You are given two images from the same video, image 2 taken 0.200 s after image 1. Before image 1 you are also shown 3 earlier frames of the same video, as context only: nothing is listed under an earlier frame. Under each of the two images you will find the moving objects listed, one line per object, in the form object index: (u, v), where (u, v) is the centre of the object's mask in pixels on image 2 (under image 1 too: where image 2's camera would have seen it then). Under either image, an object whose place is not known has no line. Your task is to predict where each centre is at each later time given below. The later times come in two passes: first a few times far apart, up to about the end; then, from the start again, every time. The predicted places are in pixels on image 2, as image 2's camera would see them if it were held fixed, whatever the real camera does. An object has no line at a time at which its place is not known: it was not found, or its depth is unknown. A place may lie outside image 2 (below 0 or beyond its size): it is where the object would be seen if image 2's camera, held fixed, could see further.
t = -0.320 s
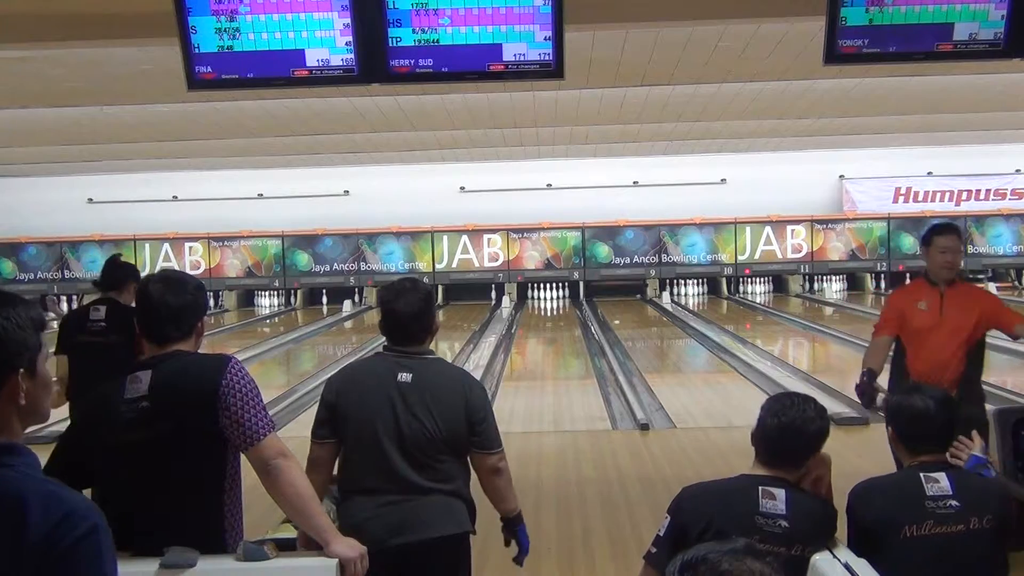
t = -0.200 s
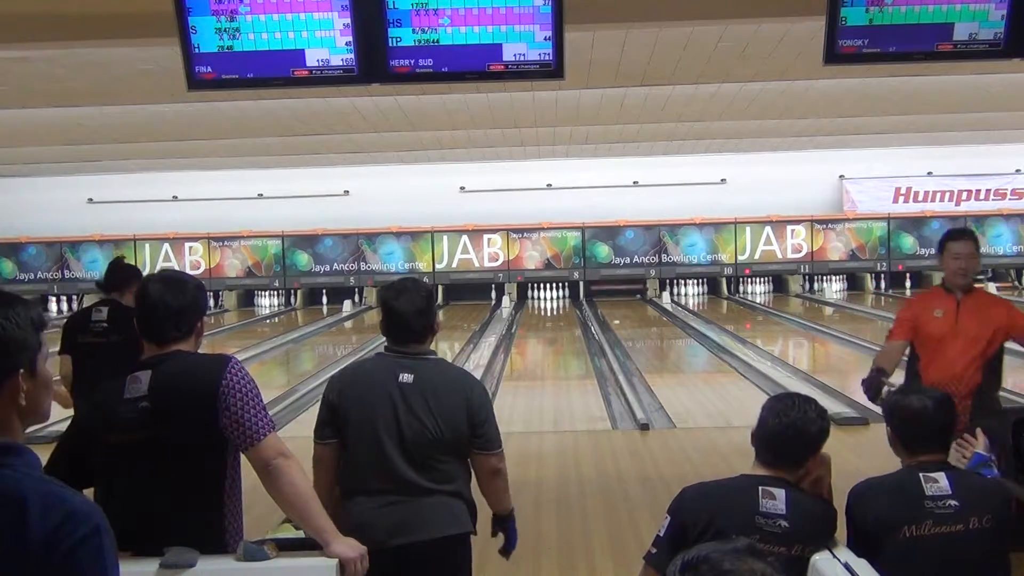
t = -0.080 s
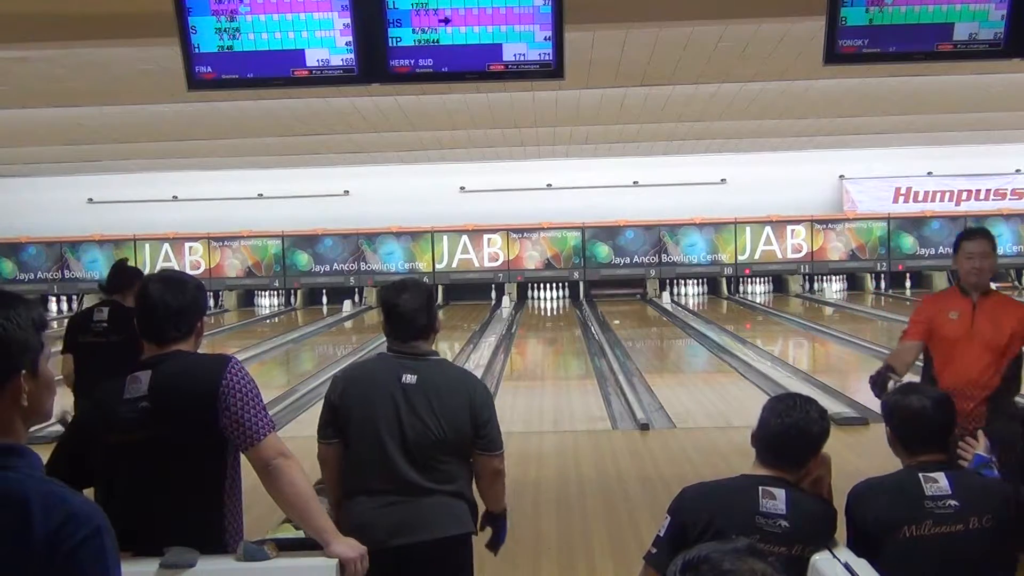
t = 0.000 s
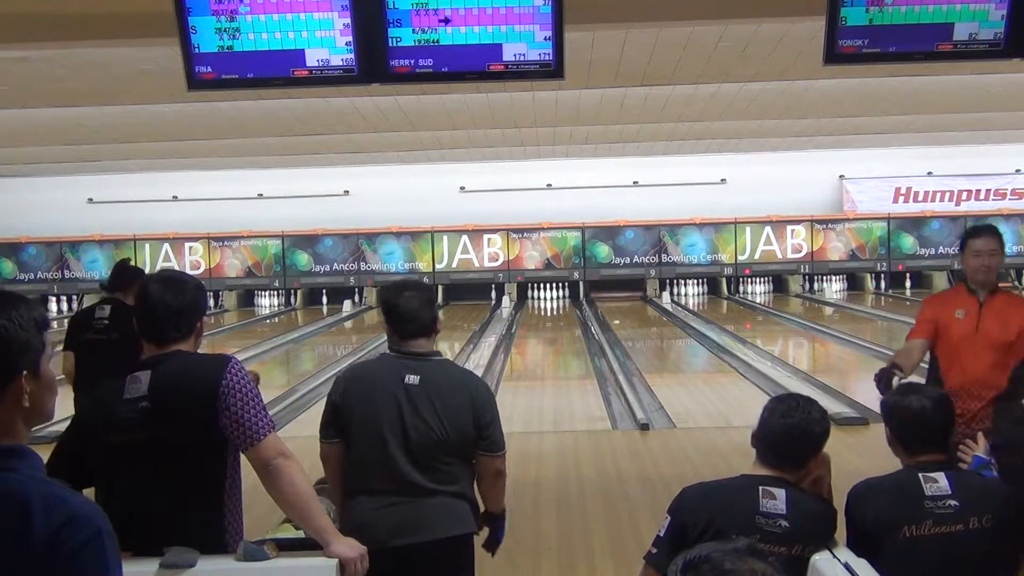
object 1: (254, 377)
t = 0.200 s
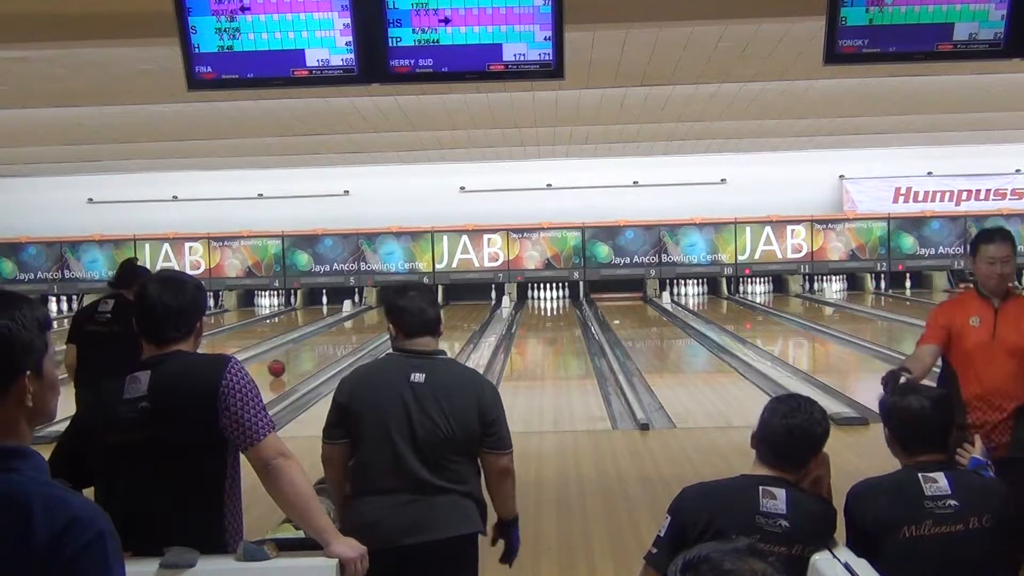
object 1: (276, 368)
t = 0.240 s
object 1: (281, 366)
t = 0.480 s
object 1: (307, 355)
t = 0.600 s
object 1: (318, 351)
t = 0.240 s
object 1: (281, 366)
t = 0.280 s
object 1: (286, 364)
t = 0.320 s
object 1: (290, 362)
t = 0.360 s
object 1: (295, 360)
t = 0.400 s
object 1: (299, 359)
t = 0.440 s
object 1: (303, 357)
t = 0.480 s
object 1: (307, 355)
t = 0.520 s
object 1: (311, 354)
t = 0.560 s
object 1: (315, 352)
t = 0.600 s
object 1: (318, 351)
